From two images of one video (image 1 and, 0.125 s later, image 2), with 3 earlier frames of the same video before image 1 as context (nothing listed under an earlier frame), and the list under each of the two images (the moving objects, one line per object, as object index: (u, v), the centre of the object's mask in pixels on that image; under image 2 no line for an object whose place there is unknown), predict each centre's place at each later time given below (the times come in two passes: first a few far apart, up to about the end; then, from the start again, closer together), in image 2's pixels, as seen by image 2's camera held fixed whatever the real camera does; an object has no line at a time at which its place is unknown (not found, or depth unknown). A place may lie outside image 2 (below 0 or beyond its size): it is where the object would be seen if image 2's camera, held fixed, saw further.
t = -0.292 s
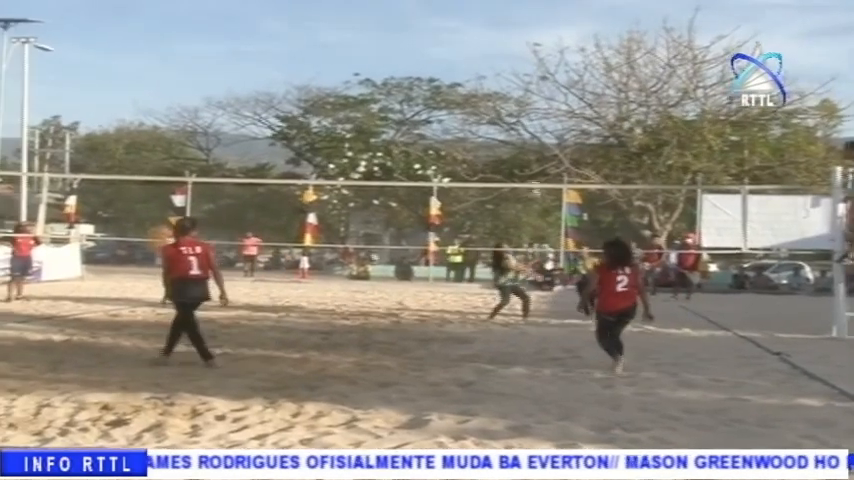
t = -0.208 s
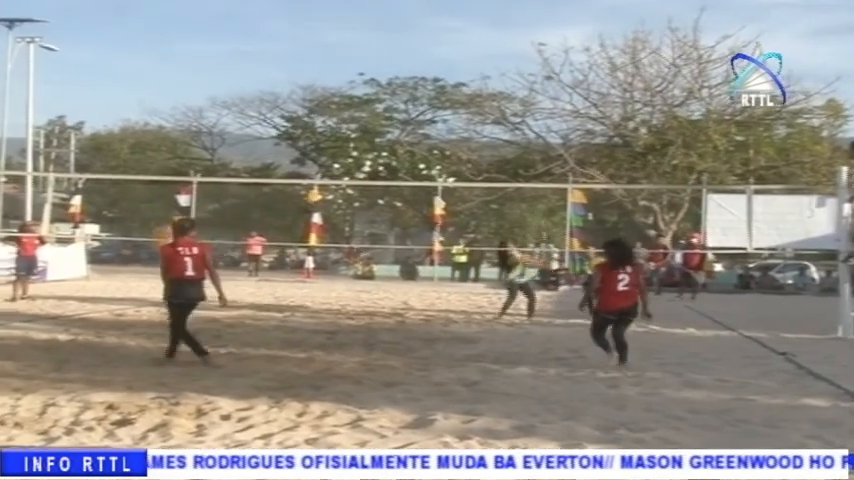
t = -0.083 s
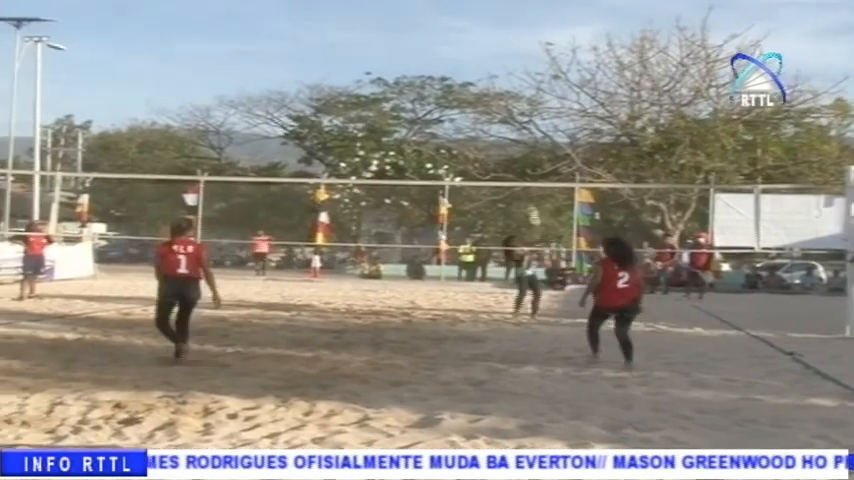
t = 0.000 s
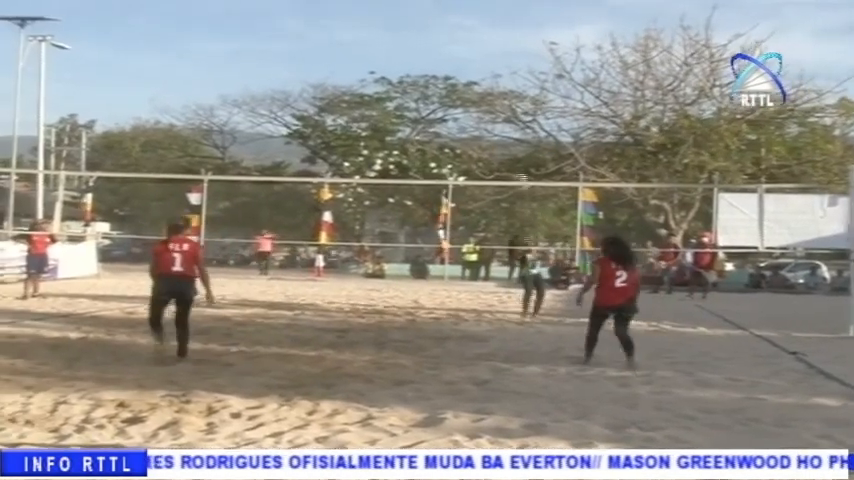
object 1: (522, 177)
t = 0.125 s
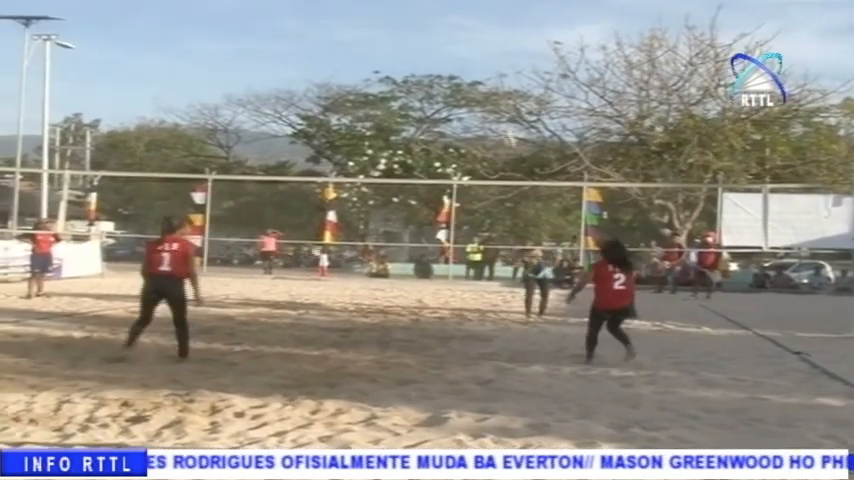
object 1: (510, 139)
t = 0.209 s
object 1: (497, 112)
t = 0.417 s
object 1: (461, 59)
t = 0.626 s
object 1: (429, 26)
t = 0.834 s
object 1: (396, 20)
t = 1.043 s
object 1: (364, 42)
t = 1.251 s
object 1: (333, 93)
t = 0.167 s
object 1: (502, 124)
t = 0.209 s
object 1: (497, 112)
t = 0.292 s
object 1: (486, 87)
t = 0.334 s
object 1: (474, 79)
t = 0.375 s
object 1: (467, 69)
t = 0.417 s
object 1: (461, 59)
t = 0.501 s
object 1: (448, 43)
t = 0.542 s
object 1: (443, 36)
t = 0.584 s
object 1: (435, 31)
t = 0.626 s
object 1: (429, 26)
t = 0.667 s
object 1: (422, 23)
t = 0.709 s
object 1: (415, 21)
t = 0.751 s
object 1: (409, 20)
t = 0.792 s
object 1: (402, 19)
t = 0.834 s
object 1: (396, 20)
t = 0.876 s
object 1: (389, 22)
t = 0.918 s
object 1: (383, 26)
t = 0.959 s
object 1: (376, 30)
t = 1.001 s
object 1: (370, 36)
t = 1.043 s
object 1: (364, 42)
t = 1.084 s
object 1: (357, 51)
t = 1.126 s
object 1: (352, 59)
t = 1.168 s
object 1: (346, 69)
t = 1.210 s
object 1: (339, 81)
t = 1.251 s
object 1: (333, 93)
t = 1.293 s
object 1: (328, 106)
